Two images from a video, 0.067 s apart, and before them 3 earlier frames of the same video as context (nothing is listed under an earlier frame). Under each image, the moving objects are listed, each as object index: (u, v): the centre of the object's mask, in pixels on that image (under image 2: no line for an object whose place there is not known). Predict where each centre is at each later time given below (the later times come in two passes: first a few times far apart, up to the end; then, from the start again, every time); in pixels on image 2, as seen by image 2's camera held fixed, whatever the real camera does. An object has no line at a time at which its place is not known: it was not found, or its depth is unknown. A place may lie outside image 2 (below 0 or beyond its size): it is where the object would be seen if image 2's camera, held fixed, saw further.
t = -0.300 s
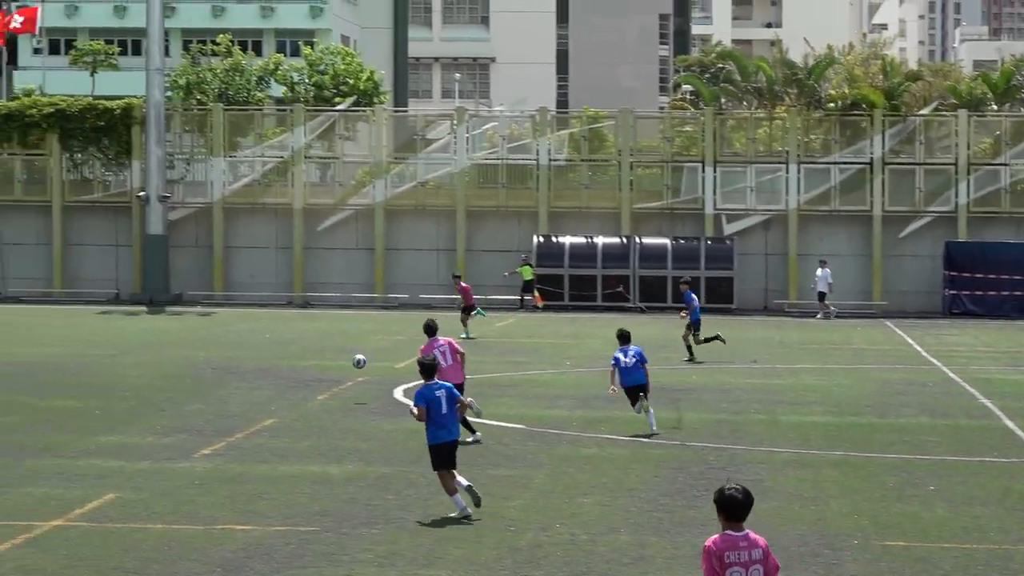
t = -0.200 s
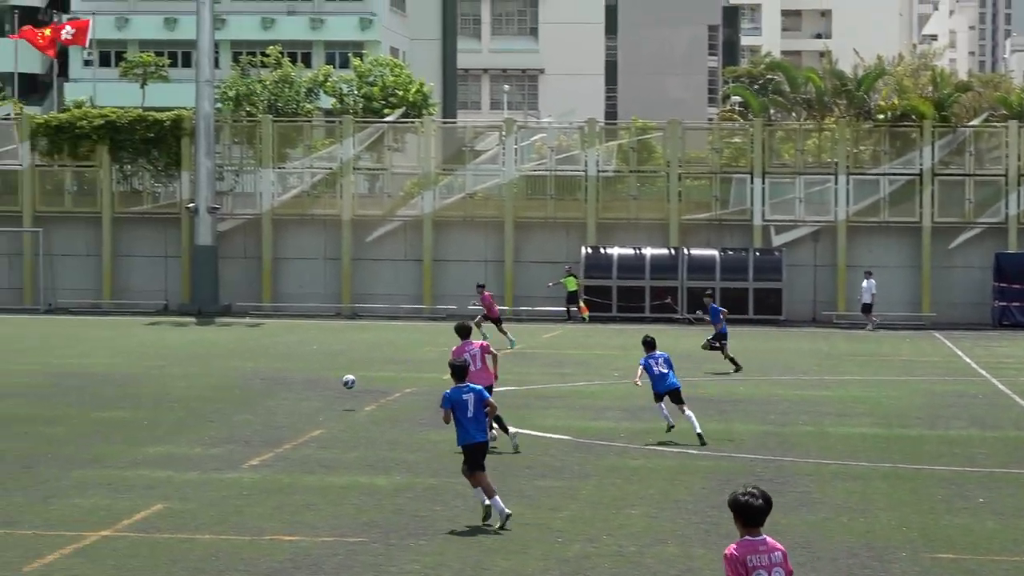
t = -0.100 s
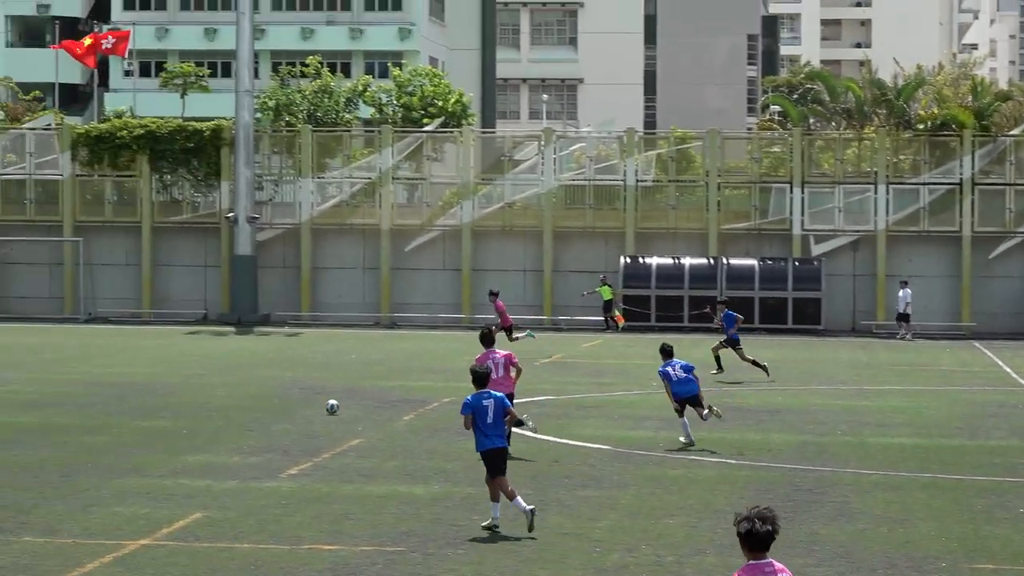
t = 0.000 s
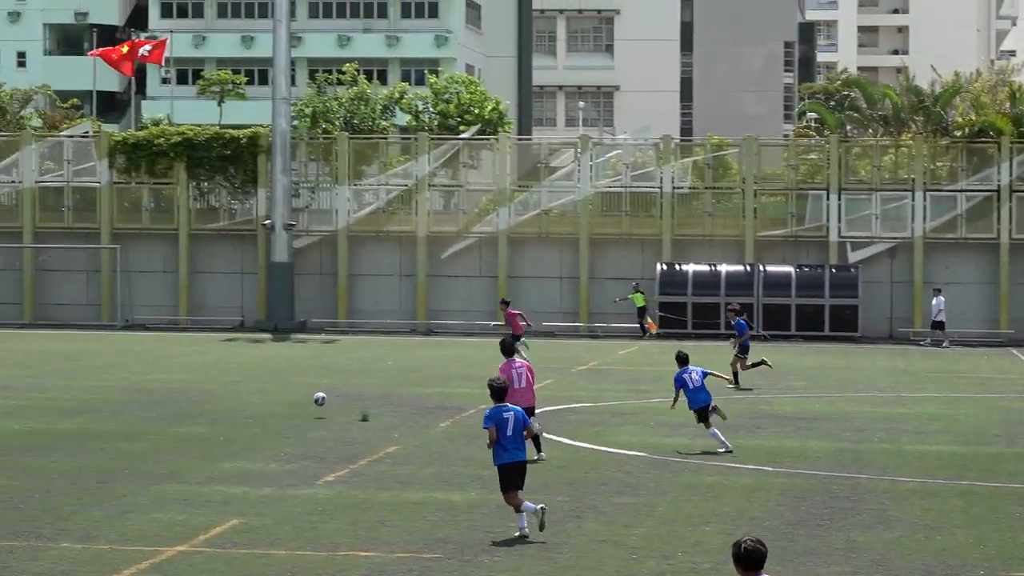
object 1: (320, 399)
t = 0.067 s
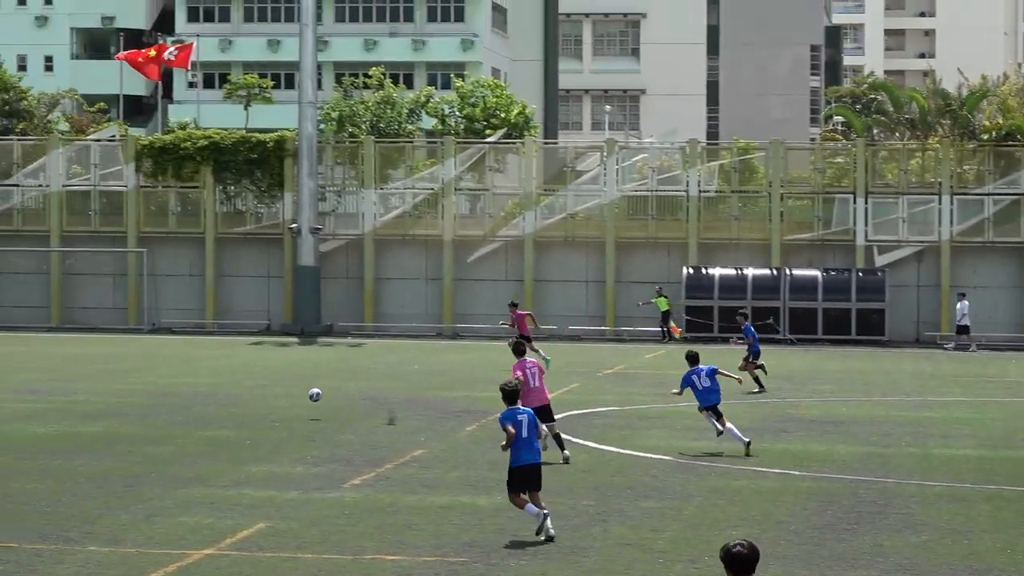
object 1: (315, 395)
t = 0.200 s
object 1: (256, 387)
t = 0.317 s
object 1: (209, 393)
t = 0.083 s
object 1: (307, 393)
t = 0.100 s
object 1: (300, 392)
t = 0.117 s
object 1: (292, 391)
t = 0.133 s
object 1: (285, 390)
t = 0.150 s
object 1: (277, 388)
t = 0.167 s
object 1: (270, 388)
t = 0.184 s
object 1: (263, 387)
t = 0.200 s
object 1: (256, 387)
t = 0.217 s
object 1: (249, 387)
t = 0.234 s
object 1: (242, 388)
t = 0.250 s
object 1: (235, 389)
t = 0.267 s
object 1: (229, 389)
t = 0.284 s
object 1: (222, 390)
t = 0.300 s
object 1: (216, 391)
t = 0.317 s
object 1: (209, 393)
